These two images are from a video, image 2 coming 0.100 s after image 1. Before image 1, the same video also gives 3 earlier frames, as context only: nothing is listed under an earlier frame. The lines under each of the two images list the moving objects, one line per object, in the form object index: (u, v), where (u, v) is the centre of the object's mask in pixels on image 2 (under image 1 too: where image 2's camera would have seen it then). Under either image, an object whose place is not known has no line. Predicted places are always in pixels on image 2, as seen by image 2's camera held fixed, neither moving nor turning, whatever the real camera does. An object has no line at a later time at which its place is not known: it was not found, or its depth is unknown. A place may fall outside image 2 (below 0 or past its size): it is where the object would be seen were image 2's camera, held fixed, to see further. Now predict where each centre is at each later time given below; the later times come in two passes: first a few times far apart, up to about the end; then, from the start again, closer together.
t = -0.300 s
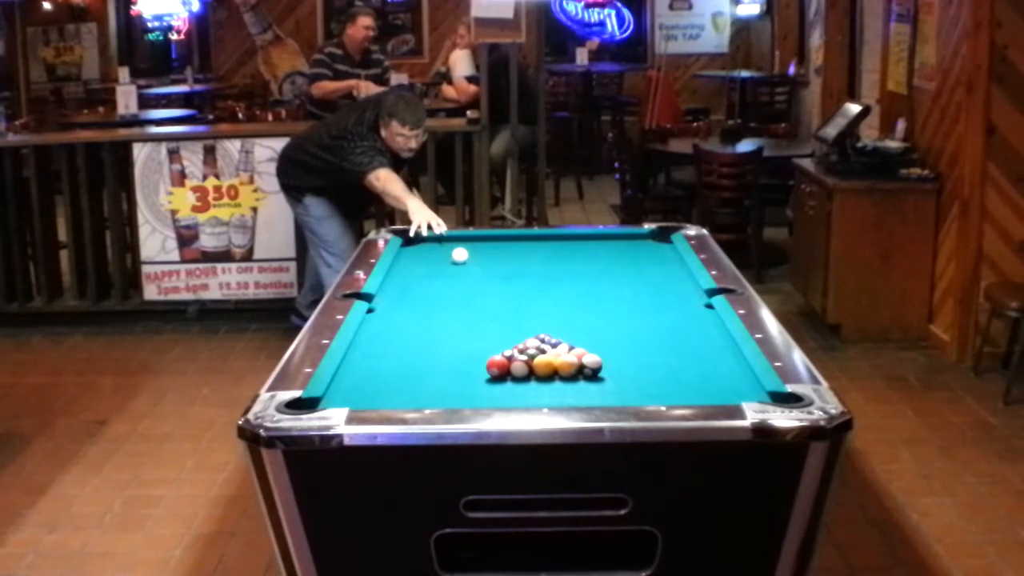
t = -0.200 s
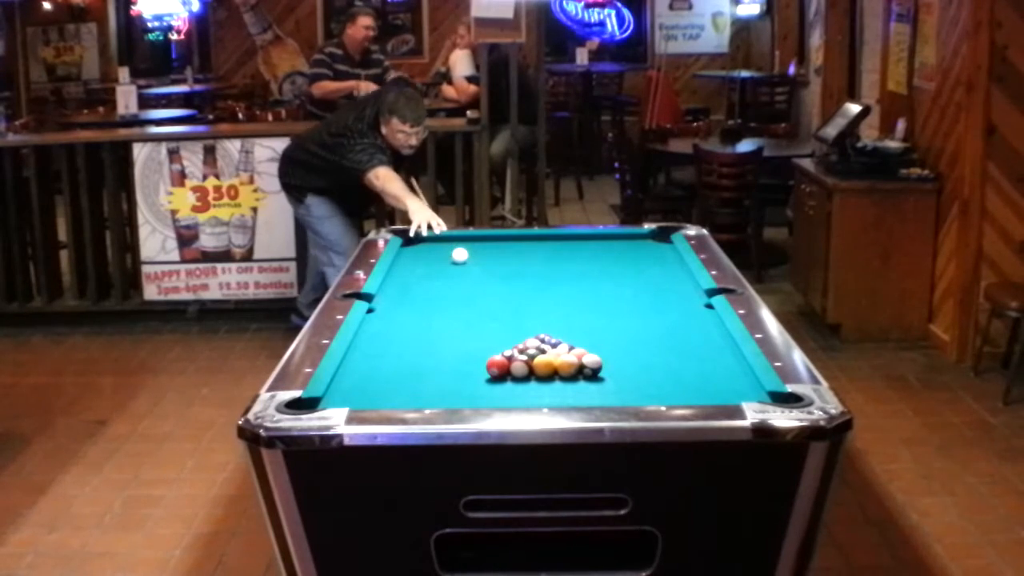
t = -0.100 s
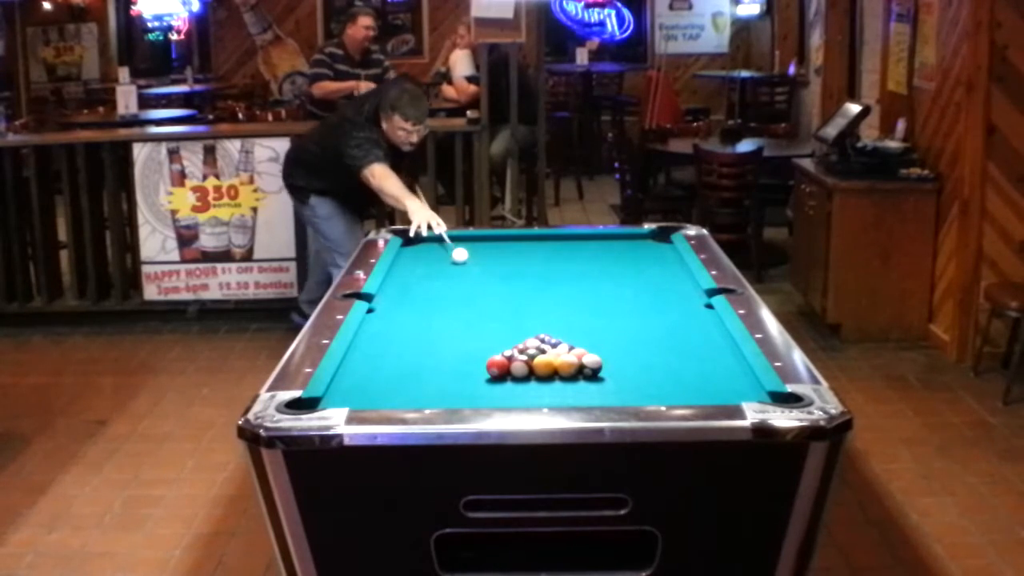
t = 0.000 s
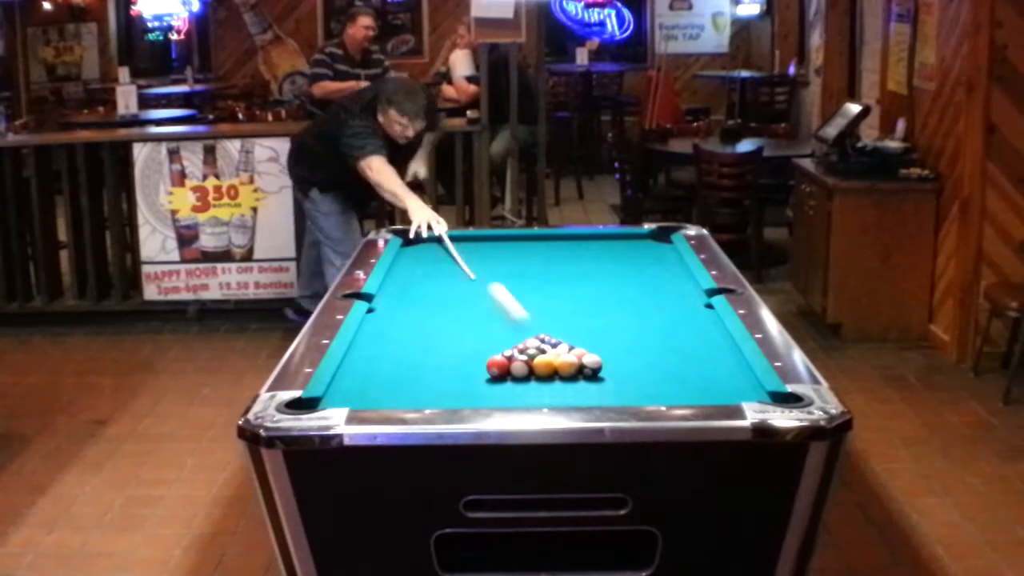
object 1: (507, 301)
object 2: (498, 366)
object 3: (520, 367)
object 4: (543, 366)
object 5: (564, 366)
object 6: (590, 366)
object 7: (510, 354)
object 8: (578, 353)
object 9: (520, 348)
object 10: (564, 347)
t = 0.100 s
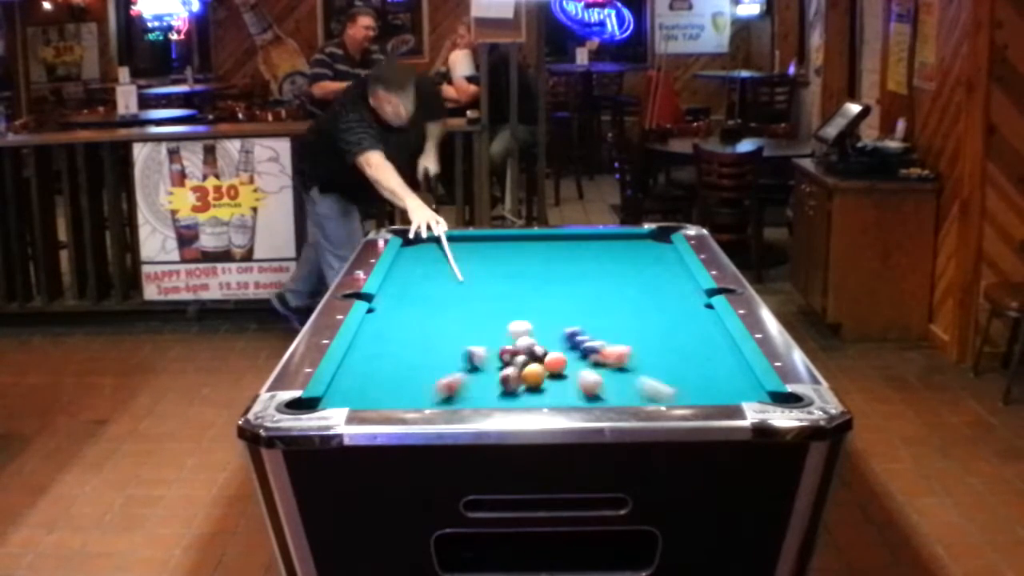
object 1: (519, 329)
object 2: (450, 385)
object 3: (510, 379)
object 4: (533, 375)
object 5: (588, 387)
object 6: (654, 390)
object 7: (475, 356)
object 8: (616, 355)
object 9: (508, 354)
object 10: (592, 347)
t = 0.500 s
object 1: (447, 310)
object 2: (367, 362)
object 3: (428, 390)
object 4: (525, 395)
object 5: (652, 364)
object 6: (709, 354)
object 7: (373, 340)
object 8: (714, 333)
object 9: (451, 359)
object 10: (696, 338)
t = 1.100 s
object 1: (401, 283)
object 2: (457, 316)
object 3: (362, 369)
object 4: (519, 376)
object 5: (675, 321)
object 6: (679, 357)
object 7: (480, 306)
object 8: (707, 314)
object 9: (387, 361)
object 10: (660, 308)
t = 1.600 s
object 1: (438, 269)
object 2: (508, 293)
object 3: (354, 371)
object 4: (506, 365)
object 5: (656, 304)
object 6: (664, 358)
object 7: (549, 278)
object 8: (681, 296)
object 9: (390, 349)
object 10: (633, 289)
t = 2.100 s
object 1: (467, 253)
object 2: (549, 275)
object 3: (354, 370)
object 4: (498, 357)
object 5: (641, 291)
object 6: (658, 360)
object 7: (607, 258)
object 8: (660, 282)
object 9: (392, 341)
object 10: (612, 275)
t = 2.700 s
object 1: (495, 246)
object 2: (579, 259)
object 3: (356, 370)
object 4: (492, 351)
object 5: (627, 279)
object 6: (659, 359)
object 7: (634, 236)
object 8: (642, 269)
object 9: (395, 333)
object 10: (600, 260)
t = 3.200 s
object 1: (513, 239)
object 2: (580, 247)
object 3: (356, 370)
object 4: (491, 349)
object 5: (618, 272)
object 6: (659, 360)
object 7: (648, 242)
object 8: (630, 260)
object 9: (397, 330)
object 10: (612, 251)
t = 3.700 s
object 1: (525, 237)
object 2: (581, 238)
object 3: (356, 370)
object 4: (490, 350)
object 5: (611, 266)
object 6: (659, 360)
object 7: (663, 250)
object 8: (622, 254)
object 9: (396, 329)
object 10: (621, 242)
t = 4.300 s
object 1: (532, 239)
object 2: (585, 238)
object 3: (356, 370)
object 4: (490, 350)
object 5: (606, 262)
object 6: (658, 359)
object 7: (671, 256)
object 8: (616, 248)
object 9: (396, 329)
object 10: (630, 238)
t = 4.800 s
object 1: (533, 240)
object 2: (588, 241)
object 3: (356, 370)
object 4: (490, 350)
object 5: (604, 261)
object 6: (658, 359)
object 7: (668, 260)
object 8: (614, 246)
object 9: (396, 330)
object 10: (635, 235)
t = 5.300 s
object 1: (533, 240)
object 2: (589, 243)
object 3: (356, 370)
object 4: (490, 350)
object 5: (604, 260)
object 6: (658, 359)
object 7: (668, 262)
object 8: (613, 245)
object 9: (396, 329)
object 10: (638, 236)
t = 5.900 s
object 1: (533, 240)
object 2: (590, 244)
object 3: (356, 370)
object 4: (490, 350)
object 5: (604, 260)
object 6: (658, 359)
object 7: (667, 262)
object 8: (613, 244)
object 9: (396, 329)
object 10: (639, 236)
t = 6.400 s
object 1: (533, 240)
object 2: (590, 244)
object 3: (356, 370)
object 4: (490, 349)
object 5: (604, 260)
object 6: (659, 359)
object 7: (667, 262)
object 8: (613, 244)
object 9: (396, 330)
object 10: (638, 236)
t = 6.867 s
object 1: (533, 240)
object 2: (590, 244)
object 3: (356, 370)
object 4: (490, 350)
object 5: (604, 260)
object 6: (659, 359)
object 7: (667, 262)
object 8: (613, 244)
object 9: (396, 329)
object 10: (638, 236)
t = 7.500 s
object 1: (533, 240)
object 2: (590, 244)
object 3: (356, 370)
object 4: (490, 350)
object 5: (604, 260)
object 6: (658, 359)
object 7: (667, 262)
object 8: (613, 244)
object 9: (396, 329)
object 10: (638, 235)
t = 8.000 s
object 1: (533, 240)
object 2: (590, 244)
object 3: (356, 370)
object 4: (490, 349)
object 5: (604, 260)
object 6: (658, 359)
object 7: (667, 262)
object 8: (613, 244)
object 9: (396, 329)
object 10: (638, 235)
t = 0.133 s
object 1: (511, 329)
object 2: (429, 394)
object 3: (505, 385)
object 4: (529, 379)
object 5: (600, 394)
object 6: (682, 395)
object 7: (461, 354)
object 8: (633, 354)
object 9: (503, 355)
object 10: (607, 351)
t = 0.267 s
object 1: (486, 323)
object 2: (375, 390)
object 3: (487, 399)
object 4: (512, 394)
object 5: (626, 392)
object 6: (720, 372)
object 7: (415, 349)
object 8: (689, 349)
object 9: (484, 357)
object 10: (649, 347)
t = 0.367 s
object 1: (469, 317)
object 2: (351, 377)
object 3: (462, 394)
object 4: (517, 399)
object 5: (638, 379)
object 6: (727, 354)
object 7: (381, 345)
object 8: (726, 342)
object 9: (469, 358)
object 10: (681, 346)
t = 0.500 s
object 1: (447, 310)
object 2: (367, 362)
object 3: (428, 390)
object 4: (525, 395)
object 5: (652, 364)
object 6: (709, 354)
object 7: (373, 340)
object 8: (714, 333)
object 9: (451, 359)
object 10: (696, 338)
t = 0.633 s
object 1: (426, 303)
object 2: (392, 347)
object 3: (397, 382)
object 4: (532, 390)
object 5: (664, 351)
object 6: (702, 355)
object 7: (398, 331)
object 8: (715, 331)
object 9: (433, 360)
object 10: (693, 330)
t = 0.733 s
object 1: (412, 298)
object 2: (410, 337)
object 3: (375, 377)
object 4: (531, 387)
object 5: (673, 342)
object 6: (696, 355)
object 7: (414, 325)
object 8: (707, 328)
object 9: (420, 361)
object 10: (685, 325)
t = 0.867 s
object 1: (394, 291)
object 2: (429, 328)
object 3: (347, 372)
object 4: (526, 382)
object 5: (683, 331)
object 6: (689, 355)
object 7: (443, 319)
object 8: (700, 325)
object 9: (403, 362)
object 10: (675, 317)
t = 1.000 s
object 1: (393, 286)
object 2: (445, 321)
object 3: (362, 368)
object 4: (522, 379)
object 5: (680, 325)
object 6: (683, 357)
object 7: (462, 311)
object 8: (704, 318)
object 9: (387, 363)
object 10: (666, 313)
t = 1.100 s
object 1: (401, 283)
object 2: (457, 316)
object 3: (362, 369)
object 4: (519, 376)
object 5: (675, 321)
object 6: (679, 357)
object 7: (480, 306)
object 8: (707, 314)
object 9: (387, 361)
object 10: (660, 308)
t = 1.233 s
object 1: (412, 279)
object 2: (472, 308)
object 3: (359, 369)
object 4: (516, 372)
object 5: (669, 316)
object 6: (674, 358)
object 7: (501, 299)
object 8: (700, 308)
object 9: (388, 357)
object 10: (653, 303)
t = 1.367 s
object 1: (421, 275)
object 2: (486, 303)
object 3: (357, 370)
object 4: (512, 369)
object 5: (664, 311)
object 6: (670, 359)
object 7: (519, 290)
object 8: (693, 303)
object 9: (389, 354)
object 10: (645, 298)
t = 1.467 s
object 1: (429, 272)
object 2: (496, 299)
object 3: (356, 371)
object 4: (509, 367)
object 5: (660, 308)
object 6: (666, 358)
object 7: (534, 286)
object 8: (687, 300)
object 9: (390, 352)
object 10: (640, 294)
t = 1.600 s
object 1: (438, 269)
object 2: (508, 293)
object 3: (354, 371)
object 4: (506, 365)
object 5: (656, 304)
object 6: (664, 358)
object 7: (549, 278)
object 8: (681, 296)
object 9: (390, 349)
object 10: (633, 289)
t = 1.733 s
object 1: (446, 265)
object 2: (520, 288)
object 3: (348, 371)
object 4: (503, 362)
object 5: (651, 300)
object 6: (661, 359)
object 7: (566, 272)
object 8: (675, 292)
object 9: (391, 346)
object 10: (627, 285)
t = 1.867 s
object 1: (454, 262)
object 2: (531, 283)
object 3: (350, 370)
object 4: (501, 360)
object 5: (647, 297)
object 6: (659, 359)
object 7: (583, 267)
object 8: (669, 288)
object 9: (392, 344)
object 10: (621, 281)
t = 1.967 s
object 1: (460, 260)
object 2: (539, 280)
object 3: (352, 370)
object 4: (500, 359)
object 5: (644, 294)
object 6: (659, 359)
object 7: (593, 262)
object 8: (665, 285)
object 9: (392, 342)
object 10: (617, 277)
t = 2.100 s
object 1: (467, 253)
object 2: (549, 275)
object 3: (354, 370)
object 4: (498, 357)
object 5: (641, 291)
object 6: (658, 360)
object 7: (607, 258)
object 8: (660, 282)
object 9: (392, 341)
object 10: (612, 275)
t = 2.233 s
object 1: (474, 254)
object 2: (559, 271)
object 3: (355, 370)
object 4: (496, 355)
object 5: (637, 288)
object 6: (658, 359)
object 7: (618, 252)
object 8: (656, 279)
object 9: (393, 338)
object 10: (607, 270)
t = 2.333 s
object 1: (478, 252)
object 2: (565, 268)
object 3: (356, 370)
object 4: (495, 354)
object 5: (635, 286)
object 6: (659, 360)
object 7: (622, 248)
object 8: (653, 276)
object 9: (393, 337)
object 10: (604, 269)
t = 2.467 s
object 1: (485, 250)
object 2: (574, 265)
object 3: (356, 370)
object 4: (494, 353)
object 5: (632, 283)
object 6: (658, 359)
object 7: (626, 243)
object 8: (649, 273)
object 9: (394, 336)
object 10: (599, 265)
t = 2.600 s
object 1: (491, 248)
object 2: (579, 261)
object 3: (356, 370)
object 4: (493, 352)
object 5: (629, 281)
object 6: (659, 360)
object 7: (631, 239)
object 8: (645, 271)
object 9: (395, 334)
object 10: (597, 262)
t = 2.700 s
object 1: (495, 246)
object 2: (579, 259)
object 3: (356, 370)
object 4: (492, 351)
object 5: (627, 279)
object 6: (659, 359)
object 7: (634, 236)
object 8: (642, 269)
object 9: (395, 333)
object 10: (600, 260)
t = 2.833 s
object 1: (500, 244)
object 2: (579, 255)
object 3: (356, 370)
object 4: (492, 350)
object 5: (624, 277)
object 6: (658, 360)
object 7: (637, 238)
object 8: (639, 266)
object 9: (396, 332)
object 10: (603, 258)
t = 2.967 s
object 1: (505, 242)
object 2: (580, 252)
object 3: (356, 370)
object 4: (491, 350)
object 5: (622, 275)
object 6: (659, 359)
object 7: (642, 239)
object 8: (636, 264)
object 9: (396, 331)
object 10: (606, 254)
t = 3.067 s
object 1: (509, 240)
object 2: (580, 250)
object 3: (356, 370)
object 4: (491, 350)
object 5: (620, 273)
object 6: (658, 359)
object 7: (645, 241)
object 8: (634, 262)
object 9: (397, 331)
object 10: (609, 254)
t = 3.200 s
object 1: (513, 239)
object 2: (580, 247)
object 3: (356, 370)
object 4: (491, 349)
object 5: (618, 272)
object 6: (659, 360)
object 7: (648, 242)
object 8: (630, 260)
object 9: (397, 330)
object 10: (612, 251)
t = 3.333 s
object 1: (517, 237)
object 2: (580, 244)
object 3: (356, 370)
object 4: (491, 350)
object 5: (616, 270)
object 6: (659, 360)
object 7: (652, 245)
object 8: (628, 258)
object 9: (396, 330)
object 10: (615, 249)
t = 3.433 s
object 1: (520, 236)
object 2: (581, 243)
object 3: (356, 370)
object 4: (491, 350)
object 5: (614, 269)
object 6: (658, 359)
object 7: (656, 246)
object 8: (626, 257)
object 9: (396, 330)
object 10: (616, 247)
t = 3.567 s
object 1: (523, 236)
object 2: (581, 240)
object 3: (356, 370)
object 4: (491, 350)
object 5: (612, 268)
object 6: (658, 360)
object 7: (659, 247)
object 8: (624, 255)
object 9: (396, 329)
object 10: (618, 244)
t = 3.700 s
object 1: (525, 237)
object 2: (581, 238)
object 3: (356, 370)
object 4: (490, 350)
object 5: (611, 266)
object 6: (659, 360)
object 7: (663, 250)
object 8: (622, 254)
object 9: (396, 329)
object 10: (621, 242)
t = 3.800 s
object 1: (526, 237)
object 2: (582, 237)
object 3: (356, 370)
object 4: (490, 350)
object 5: (610, 265)
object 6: (659, 359)
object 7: (666, 251)
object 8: (621, 252)
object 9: (396, 329)
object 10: (623, 241)
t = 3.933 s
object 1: (528, 238)
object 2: (582, 236)
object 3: (356, 370)
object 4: (490, 350)
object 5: (609, 264)
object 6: (659, 359)
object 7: (668, 252)
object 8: (619, 251)
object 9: (396, 329)
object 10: (626, 240)
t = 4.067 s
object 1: (530, 239)
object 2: (583, 237)
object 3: (356, 370)
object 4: (490, 350)
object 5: (607, 263)
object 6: (658, 359)
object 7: (671, 254)
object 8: (618, 250)
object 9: (396, 329)
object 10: (628, 239)
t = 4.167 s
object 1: (530, 239)
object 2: (584, 237)
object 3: (356, 370)
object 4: (490, 350)
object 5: (607, 263)
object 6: (658, 359)
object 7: (672, 256)
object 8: (617, 249)
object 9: (396, 330)
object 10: (629, 239)
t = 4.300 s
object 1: (532, 239)
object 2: (585, 238)
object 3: (356, 370)
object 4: (490, 350)
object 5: (606, 262)
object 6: (658, 359)
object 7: (671, 256)
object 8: (616, 248)
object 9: (396, 329)
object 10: (630, 238)
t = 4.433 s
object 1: (533, 240)
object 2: (586, 239)
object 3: (356, 370)
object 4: (490, 350)
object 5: (605, 262)
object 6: (658, 359)
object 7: (671, 257)
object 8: (615, 248)
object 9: (396, 330)
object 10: (631, 237)
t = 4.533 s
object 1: (533, 240)
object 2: (587, 240)
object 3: (356, 370)
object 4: (490, 350)
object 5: (604, 261)
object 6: (658, 359)
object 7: (670, 258)
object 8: (614, 247)
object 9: (396, 330)
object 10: (633, 236)
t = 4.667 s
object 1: (533, 240)
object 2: (587, 241)
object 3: (356, 370)
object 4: (490, 350)
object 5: (604, 261)
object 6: (658, 359)
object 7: (669, 259)
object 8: (614, 246)
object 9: (396, 330)
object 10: (634, 235)
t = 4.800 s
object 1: (533, 240)
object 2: (588, 241)
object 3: (356, 370)
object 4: (490, 350)
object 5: (604, 261)
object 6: (658, 359)
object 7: (668, 260)
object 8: (614, 246)
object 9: (396, 330)
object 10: (635, 235)
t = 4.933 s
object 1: (533, 240)
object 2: (588, 242)
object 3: (356, 370)
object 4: (490, 350)
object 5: (603, 260)
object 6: (658, 359)
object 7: (668, 261)
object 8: (613, 245)
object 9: (396, 329)
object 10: (636, 236)
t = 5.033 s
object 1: (533, 240)
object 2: (588, 242)
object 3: (356, 370)
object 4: (490, 350)
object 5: (604, 260)
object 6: (658, 359)
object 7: (668, 261)
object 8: (613, 245)
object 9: (396, 329)
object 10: (637, 235)
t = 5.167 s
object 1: (533, 240)
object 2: (589, 243)
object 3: (356, 370)
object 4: (490, 350)
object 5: (604, 260)
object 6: (658, 359)
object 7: (668, 261)
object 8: (613, 245)
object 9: (396, 329)
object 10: (638, 236)
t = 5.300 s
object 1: (533, 240)
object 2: (589, 243)
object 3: (356, 370)
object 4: (490, 350)
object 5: (604, 260)
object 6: (658, 359)
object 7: (668, 262)
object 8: (613, 245)
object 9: (396, 329)
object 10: (638, 236)
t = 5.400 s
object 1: (533, 240)
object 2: (589, 243)
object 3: (356, 370)
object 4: (490, 350)
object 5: (604, 260)
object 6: (658, 359)
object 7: (667, 262)
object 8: (613, 245)
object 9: (396, 329)
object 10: (638, 236)
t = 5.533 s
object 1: (533, 240)
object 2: (590, 243)
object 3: (356, 370)
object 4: (490, 350)
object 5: (604, 260)
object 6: (658, 359)
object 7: (667, 262)
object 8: (613, 244)
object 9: (396, 329)
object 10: (638, 236)
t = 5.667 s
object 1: (533, 240)
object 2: (590, 243)
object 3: (356, 370)
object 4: (490, 350)
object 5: (604, 260)
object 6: (658, 359)
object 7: (667, 262)
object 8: (613, 245)
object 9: (396, 329)
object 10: (638, 236)
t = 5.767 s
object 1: (533, 240)
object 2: (590, 243)
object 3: (356, 370)
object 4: (490, 350)
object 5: (604, 260)
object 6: (658, 359)
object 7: (667, 262)
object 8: (613, 244)
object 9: (396, 329)
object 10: (638, 236)
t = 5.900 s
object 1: (533, 240)
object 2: (590, 244)
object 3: (356, 370)
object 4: (490, 350)
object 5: (604, 260)
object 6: (658, 359)
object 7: (667, 262)
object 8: (613, 244)
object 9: (396, 329)
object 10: (639, 236)
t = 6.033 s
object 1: (533, 240)
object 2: (590, 244)
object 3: (356, 370)
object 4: (490, 350)
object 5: (604, 260)
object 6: (658, 359)
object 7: (667, 262)
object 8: (613, 244)
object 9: (396, 329)
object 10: (638, 235)
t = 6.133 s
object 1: (533, 240)
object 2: (590, 244)
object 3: (356, 370)
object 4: (490, 350)
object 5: (604, 260)
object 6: (658, 359)
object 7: (667, 262)
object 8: (613, 244)
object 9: (396, 330)
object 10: (639, 236)
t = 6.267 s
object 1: (533, 240)
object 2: (590, 243)
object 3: (356, 370)
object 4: (490, 350)
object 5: (604, 260)
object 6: (659, 359)
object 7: (667, 262)
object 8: (613, 245)
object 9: (396, 330)
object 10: (638, 236)
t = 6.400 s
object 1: (533, 240)
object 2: (590, 244)
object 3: (356, 370)
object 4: (490, 349)
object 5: (604, 260)
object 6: (659, 359)
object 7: (667, 262)
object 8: (613, 244)
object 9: (396, 330)
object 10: (638, 236)
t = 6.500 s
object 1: (533, 240)
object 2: (590, 244)
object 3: (356, 370)
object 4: (490, 349)
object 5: (604, 260)
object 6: (658, 359)
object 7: (667, 262)
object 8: (613, 244)
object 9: (396, 330)
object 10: (638, 236)
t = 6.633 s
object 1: (533, 240)
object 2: (590, 244)
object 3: (356, 370)
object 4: (490, 350)
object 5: (604, 260)
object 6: (659, 359)
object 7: (667, 262)
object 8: (613, 244)
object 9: (396, 329)
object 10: (638, 236)
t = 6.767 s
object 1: (533, 240)
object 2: (590, 244)
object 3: (356, 370)
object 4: (490, 350)
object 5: (604, 260)
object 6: (659, 359)
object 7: (667, 262)
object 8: (613, 244)
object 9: (396, 329)
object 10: (638, 236)
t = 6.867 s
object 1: (533, 240)
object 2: (590, 244)
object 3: (356, 370)
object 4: (490, 350)
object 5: (604, 260)
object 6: (659, 359)
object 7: (667, 262)
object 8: (613, 244)
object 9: (396, 329)
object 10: (638, 236)
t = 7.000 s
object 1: (533, 240)
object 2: (590, 244)
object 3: (356, 370)
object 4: (490, 350)
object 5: (604, 260)
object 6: (658, 359)
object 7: (667, 262)
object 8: (613, 244)
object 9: (396, 329)
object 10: (638, 236)
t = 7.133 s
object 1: (533, 240)
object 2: (590, 244)
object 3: (356, 370)
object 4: (490, 350)
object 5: (604, 260)
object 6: (658, 359)
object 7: (667, 262)
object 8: (613, 244)
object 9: (396, 329)
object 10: (638, 236)
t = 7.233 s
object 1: (533, 240)
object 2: (590, 244)
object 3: (356, 370)
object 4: (490, 350)
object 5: (604, 260)
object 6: (658, 359)
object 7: (667, 262)
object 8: (613, 244)
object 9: (396, 329)
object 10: (638, 236)
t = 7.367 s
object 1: (533, 240)
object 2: (590, 244)
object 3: (356, 370)
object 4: (490, 350)
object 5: (604, 260)
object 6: (658, 359)
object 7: (667, 262)
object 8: (613, 244)
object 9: (396, 330)
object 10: (638, 235)
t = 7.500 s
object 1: (533, 240)
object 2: (590, 244)
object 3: (356, 370)
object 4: (490, 350)
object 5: (604, 260)
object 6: (658, 359)
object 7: (667, 262)
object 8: (613, 244)
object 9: (396, 329)
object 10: (638, 235)
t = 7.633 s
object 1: (533, 240)
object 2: (590, 244)
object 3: (356, 370)
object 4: (490, 350)
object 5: (604, 260)
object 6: (658, 359)
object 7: (667, 262)
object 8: (613, 244)
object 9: (396, 330)
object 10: (638, 235)
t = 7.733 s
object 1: (533, 240)
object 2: (590, 244)
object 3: (356, 370)
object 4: (490, 350)
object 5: (604, 260)
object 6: (658, 359)
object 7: (667, 262)
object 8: (613, 244)
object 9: (396, 330)
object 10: (638, 235)
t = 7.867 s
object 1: (533, 240)
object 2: (590, 244)
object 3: (356, 370)
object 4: (490, 350)
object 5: (604, 260)
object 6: (659, 359)
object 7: (667, 262)
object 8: (613, 244)
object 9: (396, 329)
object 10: (638, 235)
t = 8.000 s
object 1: (533, 240)
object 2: (590, 244)
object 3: (356, 370)
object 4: (490, 349)
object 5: (604, 260)
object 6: (658, 359)
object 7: (667, 262)
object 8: (613, 244)
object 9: (396, 329)
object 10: (638, 235)
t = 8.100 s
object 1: (533, 240)
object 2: (590, 244)
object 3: (356, 370)
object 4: (490, 349)
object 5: (604, 260)
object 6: (658, 359)
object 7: (667, 262)
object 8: (614, 244)
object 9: (396, 330)
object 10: (638, 235)
